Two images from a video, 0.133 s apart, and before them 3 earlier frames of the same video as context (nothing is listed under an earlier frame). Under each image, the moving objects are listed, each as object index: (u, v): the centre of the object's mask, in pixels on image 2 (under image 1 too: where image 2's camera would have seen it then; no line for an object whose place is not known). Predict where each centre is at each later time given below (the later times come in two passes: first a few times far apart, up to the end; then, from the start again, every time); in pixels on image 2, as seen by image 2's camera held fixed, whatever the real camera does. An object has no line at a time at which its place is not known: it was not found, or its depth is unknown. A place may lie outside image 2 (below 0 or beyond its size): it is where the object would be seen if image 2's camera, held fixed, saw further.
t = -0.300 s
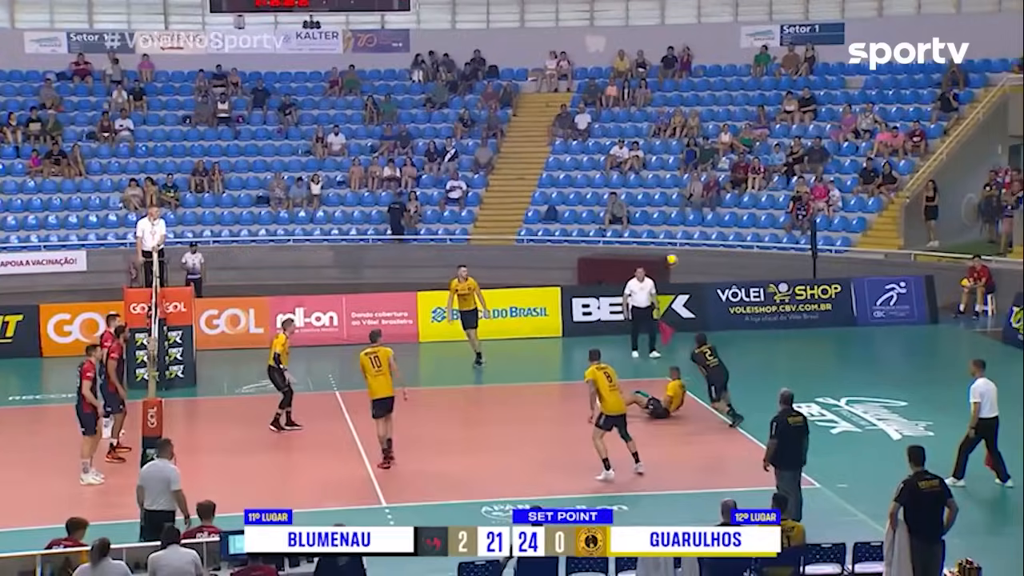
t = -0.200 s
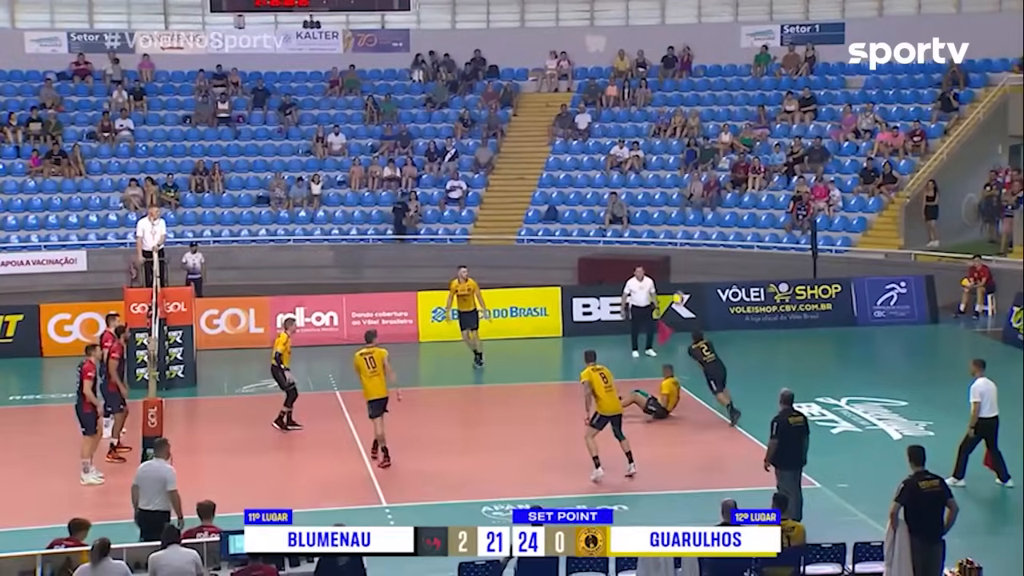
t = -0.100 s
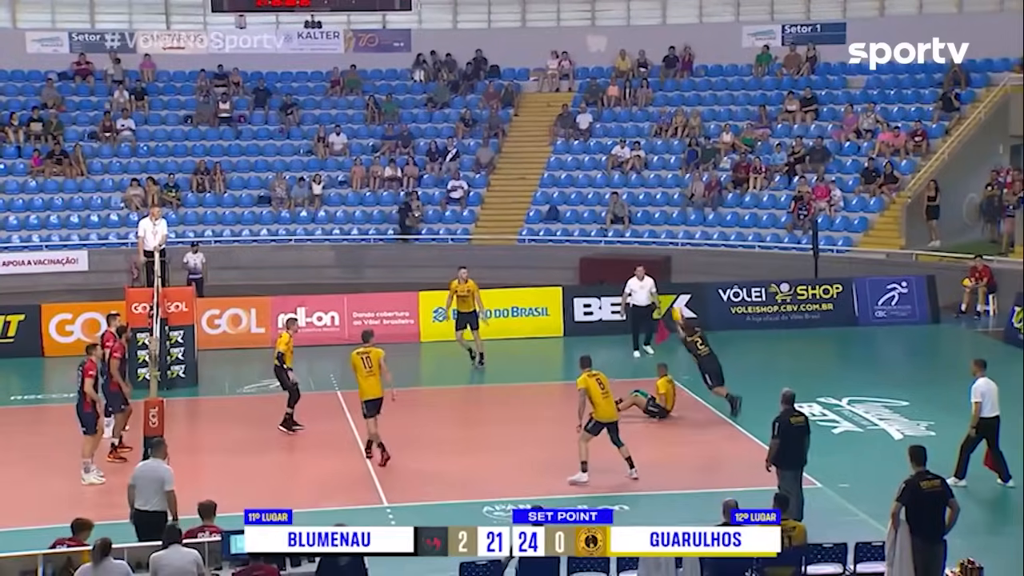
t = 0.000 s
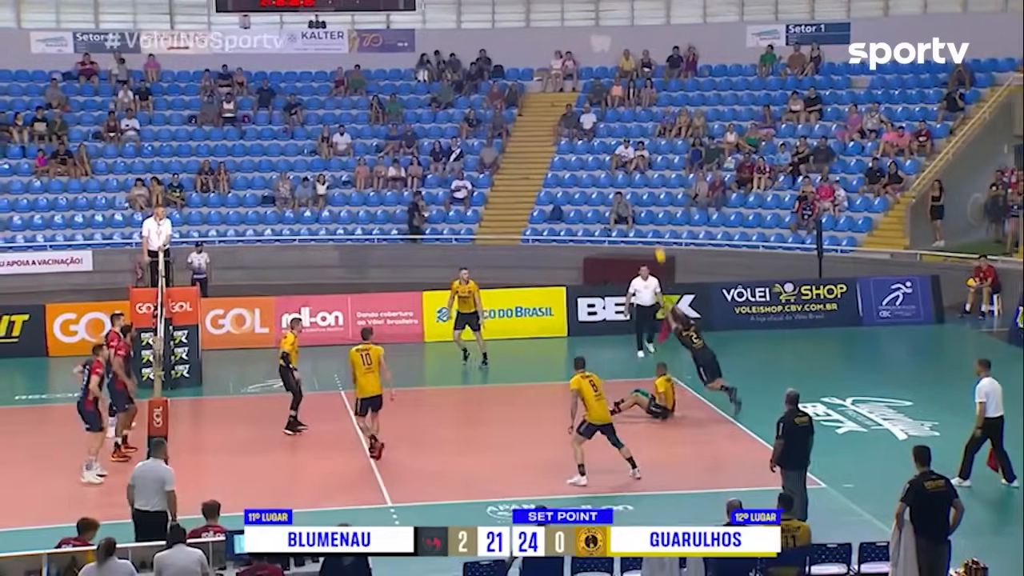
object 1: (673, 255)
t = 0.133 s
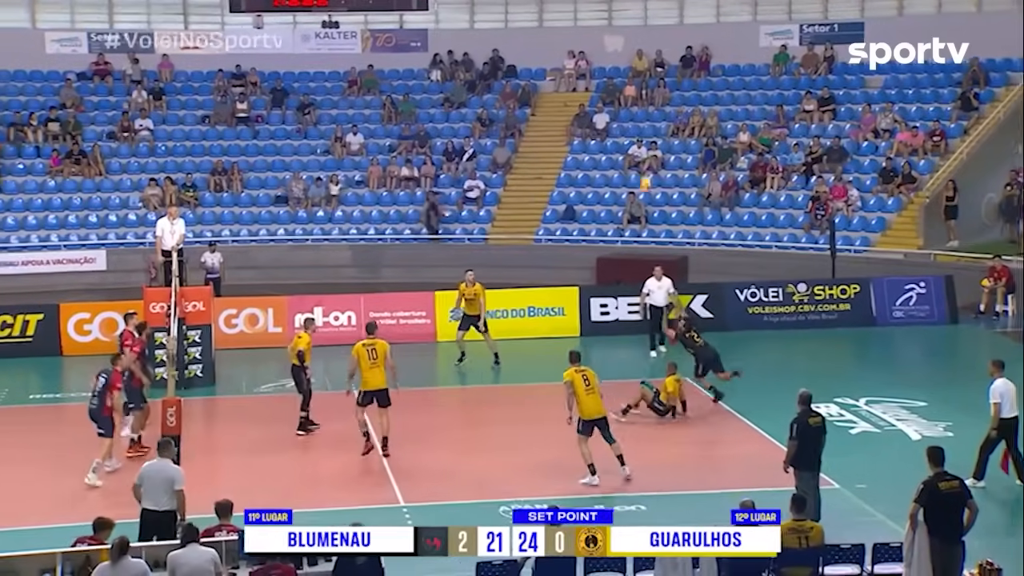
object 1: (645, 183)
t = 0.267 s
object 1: (620, 126)
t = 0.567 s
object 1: (568, 37)
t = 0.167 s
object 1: (639, 167)
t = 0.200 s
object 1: (632, 154)
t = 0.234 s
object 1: (625, 139)
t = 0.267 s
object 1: (620, 126)
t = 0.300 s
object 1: (614, 112)
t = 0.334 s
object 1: (608, 100)
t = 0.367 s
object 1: (603, 89)
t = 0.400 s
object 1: (597, 78)
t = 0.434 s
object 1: (590, 69)
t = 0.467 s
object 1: (585, 59)
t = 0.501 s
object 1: (579, 52)
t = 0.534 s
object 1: (574, 45)
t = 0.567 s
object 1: (568, 37)
